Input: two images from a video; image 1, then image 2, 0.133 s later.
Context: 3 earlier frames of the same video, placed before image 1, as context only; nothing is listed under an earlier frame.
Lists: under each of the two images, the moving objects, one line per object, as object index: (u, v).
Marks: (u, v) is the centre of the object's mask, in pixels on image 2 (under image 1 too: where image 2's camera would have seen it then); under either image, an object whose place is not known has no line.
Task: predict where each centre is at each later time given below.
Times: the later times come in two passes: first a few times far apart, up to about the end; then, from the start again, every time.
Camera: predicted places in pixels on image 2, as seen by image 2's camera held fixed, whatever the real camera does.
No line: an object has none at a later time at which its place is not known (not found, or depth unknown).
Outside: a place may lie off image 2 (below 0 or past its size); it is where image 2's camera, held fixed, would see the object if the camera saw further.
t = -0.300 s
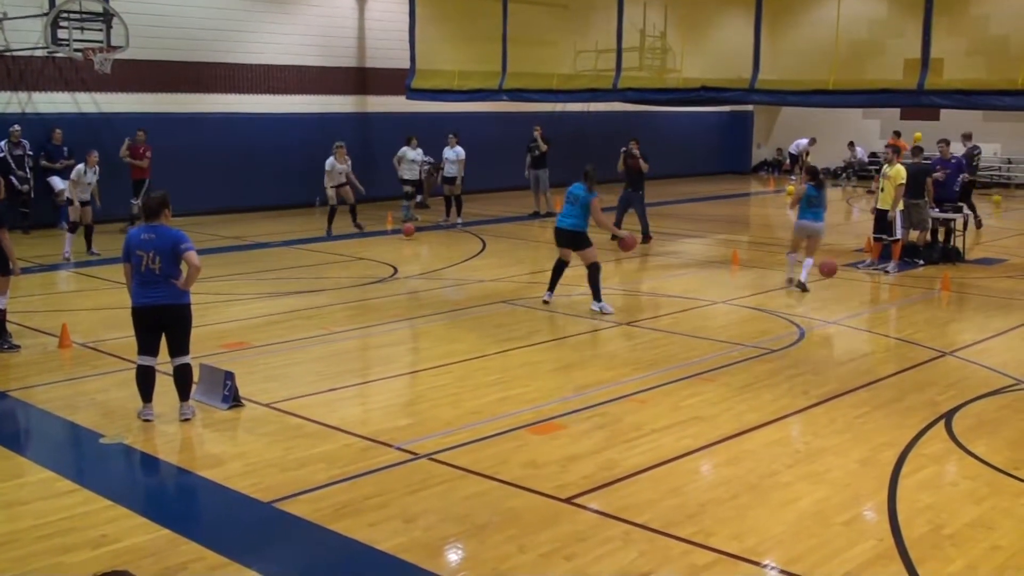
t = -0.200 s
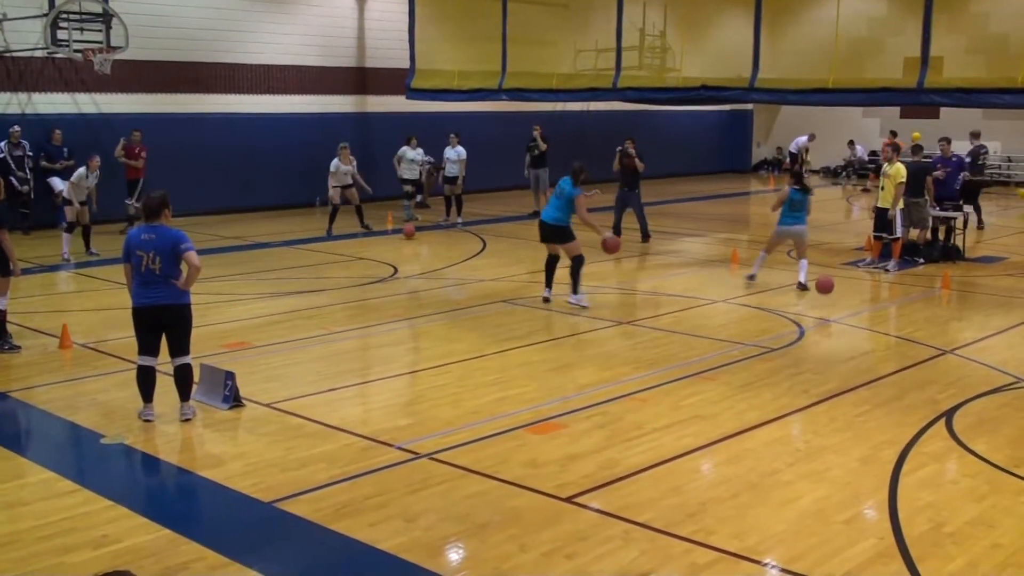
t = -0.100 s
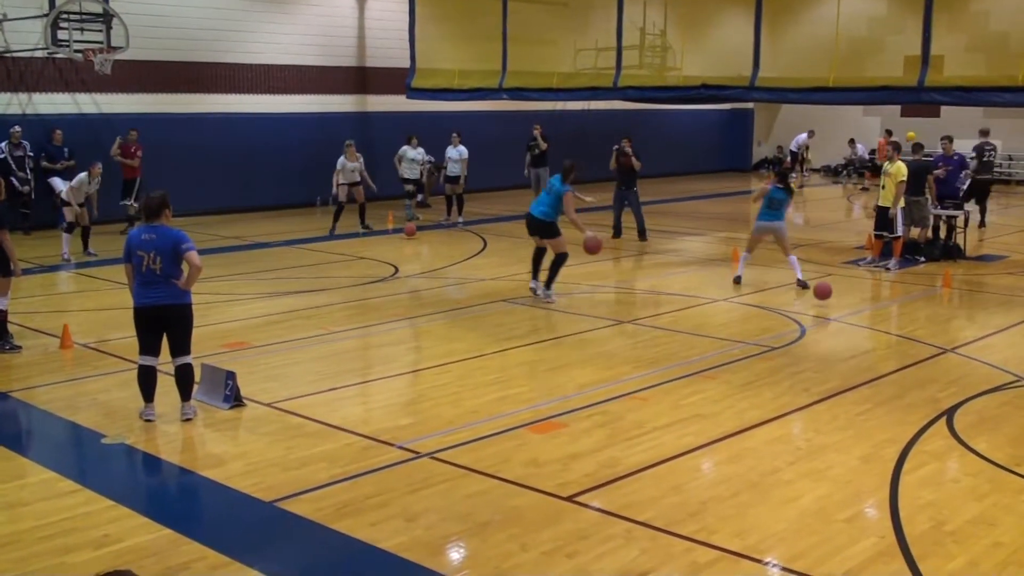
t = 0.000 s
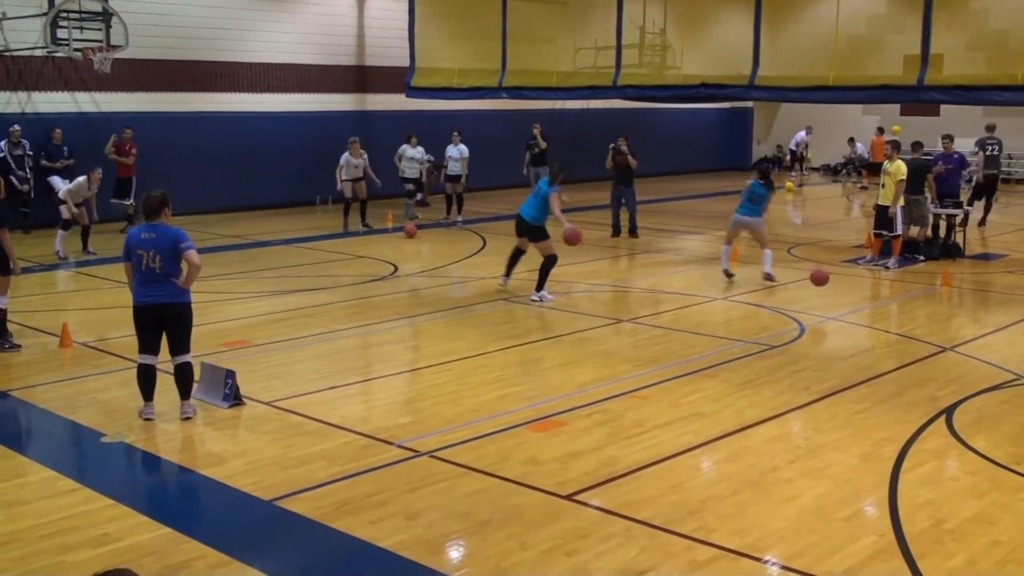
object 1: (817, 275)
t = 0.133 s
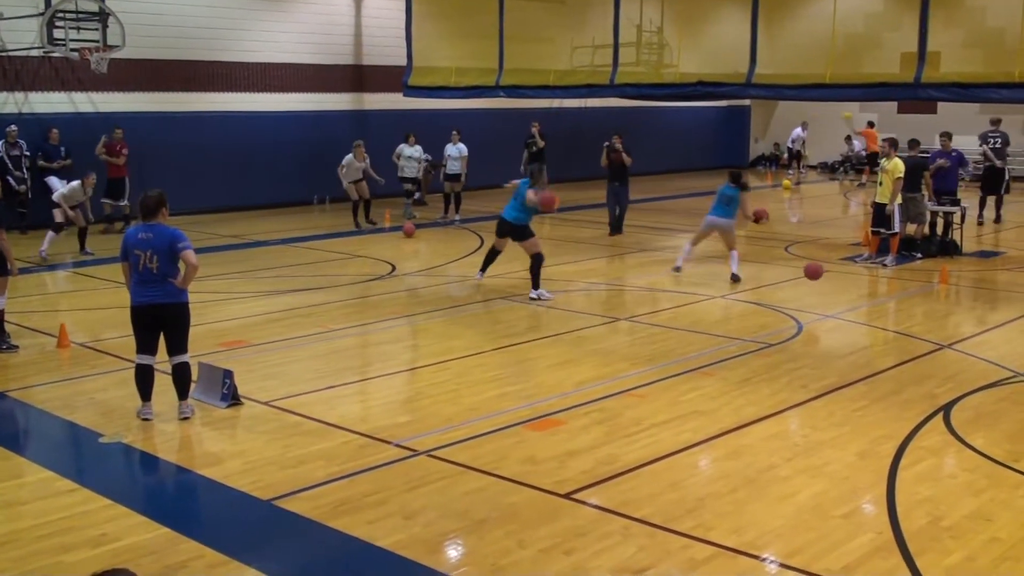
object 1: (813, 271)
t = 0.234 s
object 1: (811, 276)
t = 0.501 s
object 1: (803, 289)
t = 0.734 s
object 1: (796, 297)
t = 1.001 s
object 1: (788, 298)
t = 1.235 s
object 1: (778, 307)
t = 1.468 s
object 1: (769, 317)
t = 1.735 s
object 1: (761, 321)
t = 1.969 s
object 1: (752, 323)
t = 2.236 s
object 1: (742, 328)
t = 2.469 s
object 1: (734, 332)
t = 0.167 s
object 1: (813, 272)
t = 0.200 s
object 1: (812, 274)
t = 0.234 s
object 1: (811, 276)
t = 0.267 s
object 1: (809, 281)
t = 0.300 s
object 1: (808, 286)
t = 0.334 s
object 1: (807, 292)
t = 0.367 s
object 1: (805, 299)
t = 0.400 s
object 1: (805, 299)
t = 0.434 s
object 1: (804, 295)
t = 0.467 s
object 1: (804, 291)
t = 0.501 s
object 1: (803, 289)
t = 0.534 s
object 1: (802, 286)
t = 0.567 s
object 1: (801, 286)
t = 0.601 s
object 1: (801, 286)
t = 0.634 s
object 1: (800, 287)
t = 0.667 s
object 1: (799, 289)
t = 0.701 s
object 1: (798, 293)
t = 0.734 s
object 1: (796, 297)
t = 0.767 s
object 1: (795, 302)
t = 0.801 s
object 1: (793, 307)
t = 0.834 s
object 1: (793, 304)
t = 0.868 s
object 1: (792, 301)
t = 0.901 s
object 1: (791, 298)
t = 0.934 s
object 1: (790, 297)
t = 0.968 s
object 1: (789, 297)
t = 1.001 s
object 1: (788, 298)
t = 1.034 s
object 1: (786, 299)
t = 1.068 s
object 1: (785, 302)
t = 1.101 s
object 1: (783, 305)
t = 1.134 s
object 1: (782, 310)
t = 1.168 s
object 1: (780, 312)
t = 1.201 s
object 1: (779, 309)
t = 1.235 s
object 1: (778, 307)
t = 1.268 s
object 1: (777, 306)
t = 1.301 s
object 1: (776, 306)
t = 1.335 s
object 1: (775, 306)
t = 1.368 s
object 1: (773, 308)
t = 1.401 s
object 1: (772, 311)
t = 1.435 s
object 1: (771, 316)
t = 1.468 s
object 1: (769, 317)
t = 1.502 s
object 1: (768, 315)
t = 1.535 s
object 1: (768, 313)
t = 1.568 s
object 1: (767, 313)
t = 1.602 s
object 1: (765, 313)
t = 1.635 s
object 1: (764, 315)
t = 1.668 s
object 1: (763, 317)
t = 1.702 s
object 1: (762, 321)
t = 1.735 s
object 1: (761, 321)
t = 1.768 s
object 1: (759, 319)
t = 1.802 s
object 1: (758, 318)
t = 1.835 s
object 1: (757, 319)
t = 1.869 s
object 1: (756, 320)
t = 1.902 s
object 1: (755, 323)
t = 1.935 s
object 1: (753, 325)
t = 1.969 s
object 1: (752, 323)
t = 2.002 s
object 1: (751, 323)
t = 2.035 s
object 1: (750, 323)
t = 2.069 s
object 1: (748, 325)
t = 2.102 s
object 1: (747, 328)
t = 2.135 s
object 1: (746, 327)
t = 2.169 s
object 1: (745, 326)
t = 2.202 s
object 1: (744, 327)
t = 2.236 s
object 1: (742, 328)
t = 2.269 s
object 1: (741, 330)
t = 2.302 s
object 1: (740, 330)
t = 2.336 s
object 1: (739, 330)
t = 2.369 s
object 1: (737, 331)
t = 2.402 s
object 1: (736, 332)
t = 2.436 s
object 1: (735, 332)
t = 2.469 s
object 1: (734, 332)
